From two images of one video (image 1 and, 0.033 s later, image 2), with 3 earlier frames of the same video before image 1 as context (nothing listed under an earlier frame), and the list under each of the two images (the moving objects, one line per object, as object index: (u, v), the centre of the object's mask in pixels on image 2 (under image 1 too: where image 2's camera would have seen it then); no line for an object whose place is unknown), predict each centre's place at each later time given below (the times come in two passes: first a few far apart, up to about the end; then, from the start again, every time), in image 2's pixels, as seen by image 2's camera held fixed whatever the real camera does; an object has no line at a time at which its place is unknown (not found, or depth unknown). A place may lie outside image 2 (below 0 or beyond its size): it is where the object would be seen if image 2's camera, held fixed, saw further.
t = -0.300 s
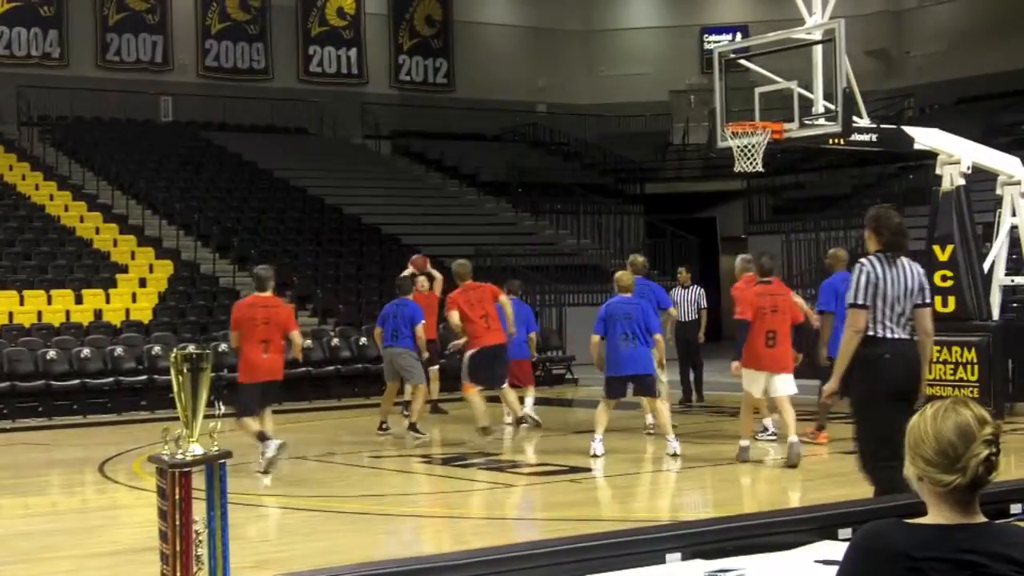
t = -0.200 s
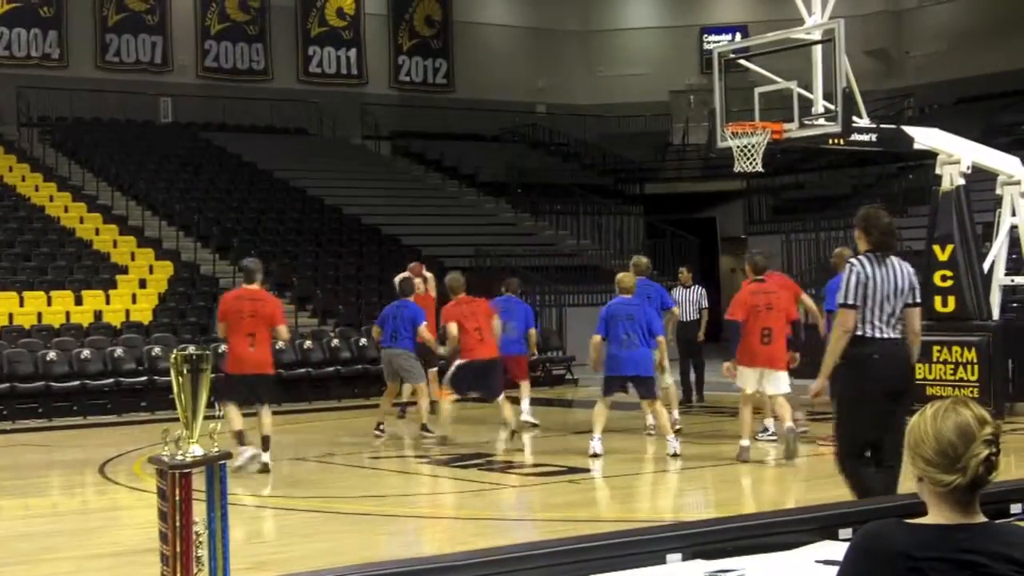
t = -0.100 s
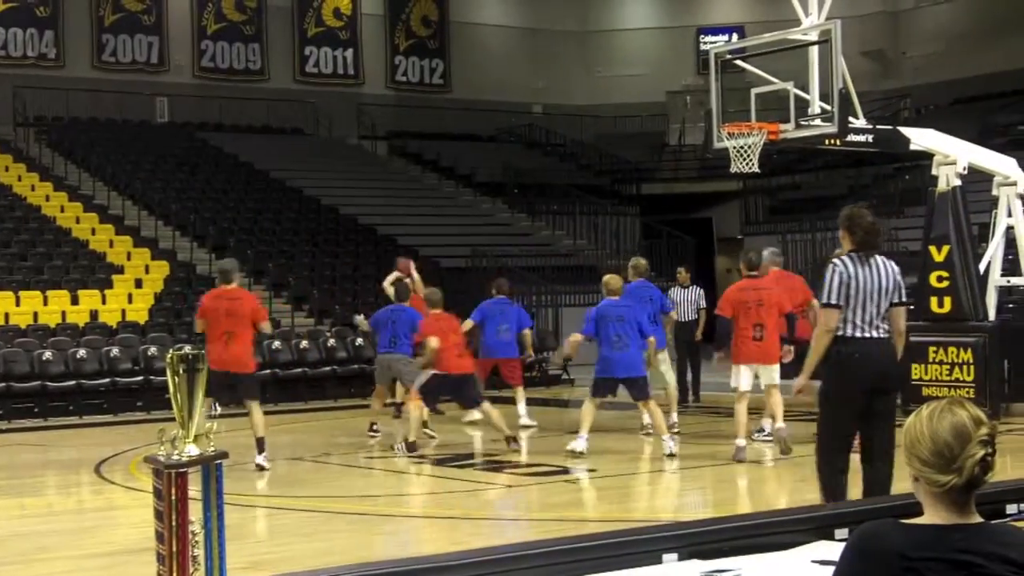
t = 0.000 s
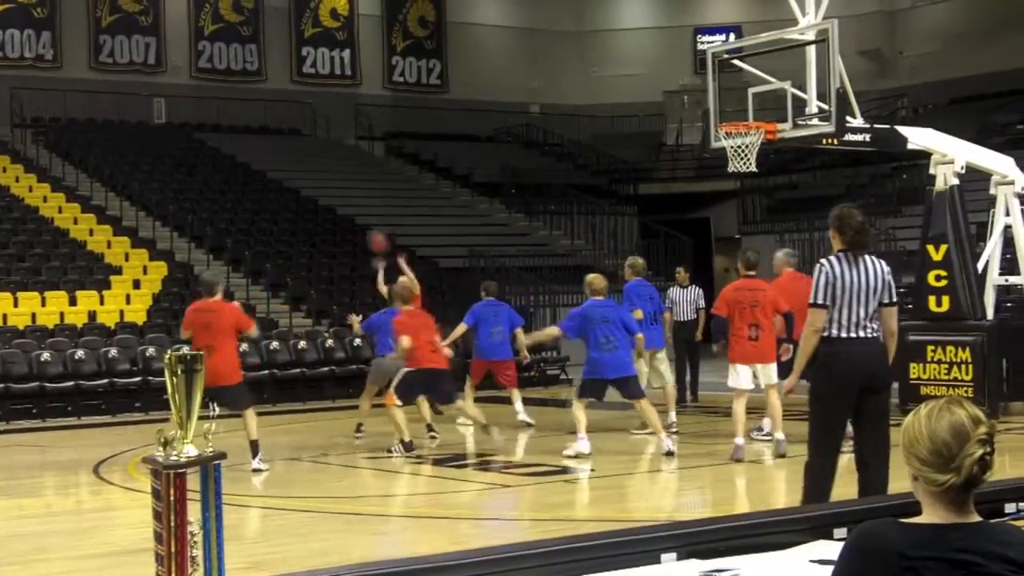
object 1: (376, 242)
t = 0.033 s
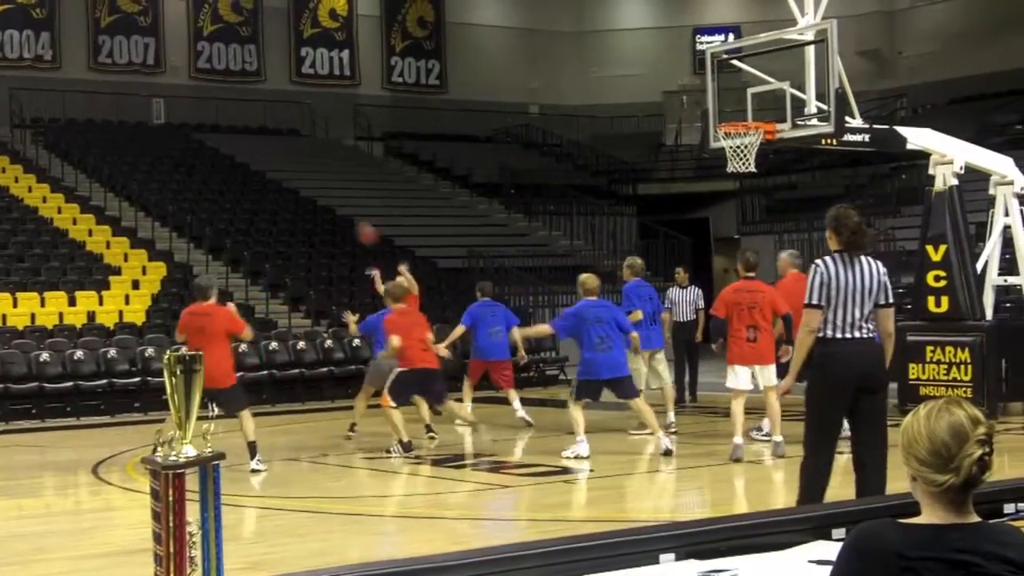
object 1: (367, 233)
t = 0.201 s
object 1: (311, 202)
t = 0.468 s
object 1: (211, 199)
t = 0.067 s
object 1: (356, 225)
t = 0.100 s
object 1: (346, 218)
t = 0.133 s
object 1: (335, 213)
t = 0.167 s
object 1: (323, 207)
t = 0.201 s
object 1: (311, 202)
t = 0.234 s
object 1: (300, 199)
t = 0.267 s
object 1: (287, 196)
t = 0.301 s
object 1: (276, 194)
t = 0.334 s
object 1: (264, 193)
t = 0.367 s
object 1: (251, 194)
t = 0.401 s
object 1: (237, 194)
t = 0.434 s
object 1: (223, 196)
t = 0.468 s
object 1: (211, 199)
